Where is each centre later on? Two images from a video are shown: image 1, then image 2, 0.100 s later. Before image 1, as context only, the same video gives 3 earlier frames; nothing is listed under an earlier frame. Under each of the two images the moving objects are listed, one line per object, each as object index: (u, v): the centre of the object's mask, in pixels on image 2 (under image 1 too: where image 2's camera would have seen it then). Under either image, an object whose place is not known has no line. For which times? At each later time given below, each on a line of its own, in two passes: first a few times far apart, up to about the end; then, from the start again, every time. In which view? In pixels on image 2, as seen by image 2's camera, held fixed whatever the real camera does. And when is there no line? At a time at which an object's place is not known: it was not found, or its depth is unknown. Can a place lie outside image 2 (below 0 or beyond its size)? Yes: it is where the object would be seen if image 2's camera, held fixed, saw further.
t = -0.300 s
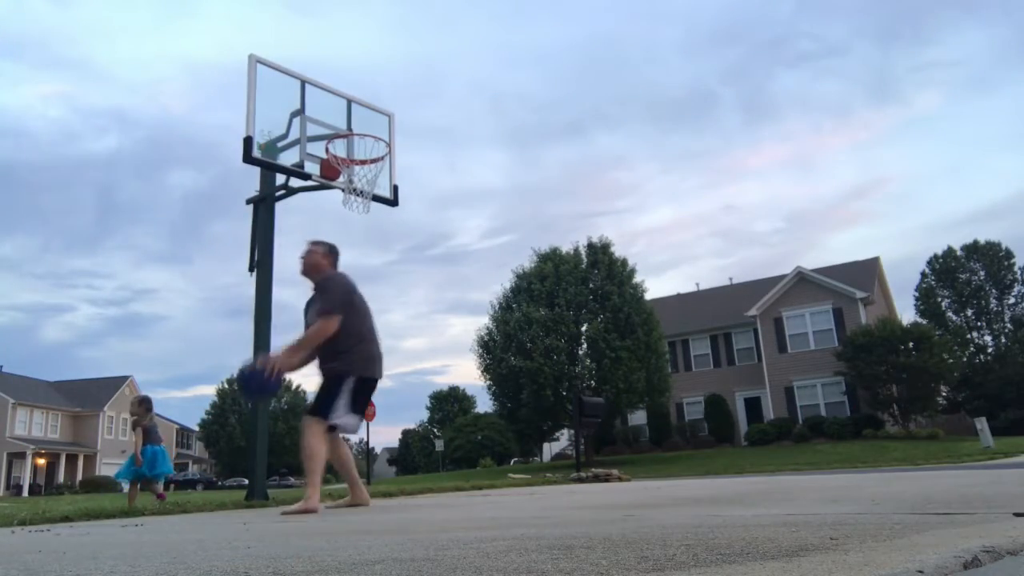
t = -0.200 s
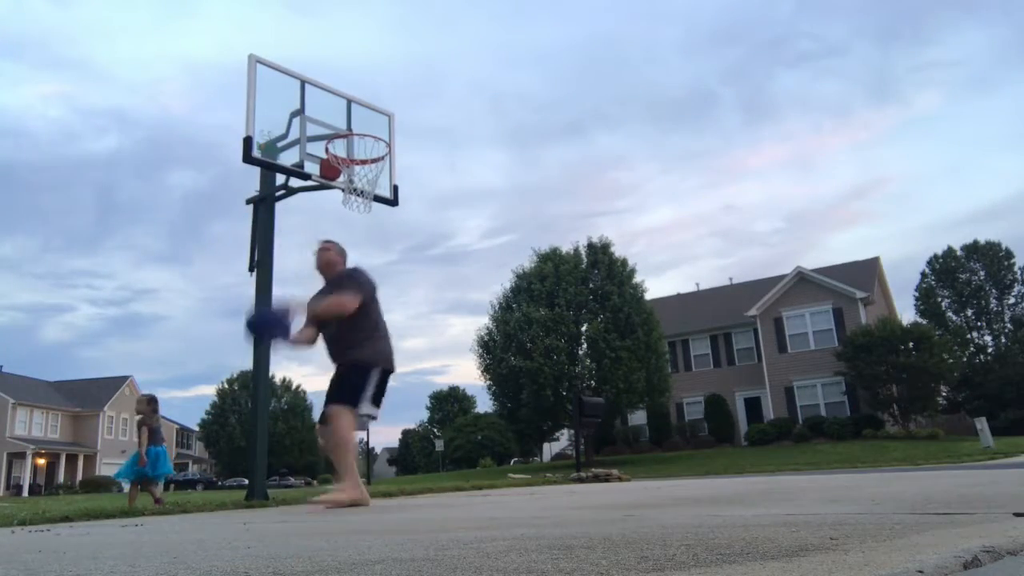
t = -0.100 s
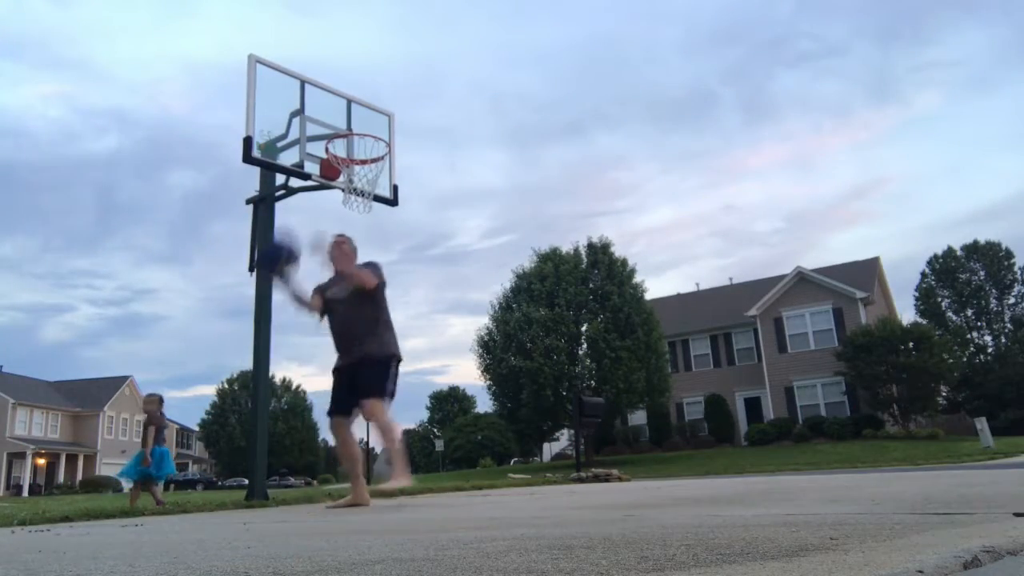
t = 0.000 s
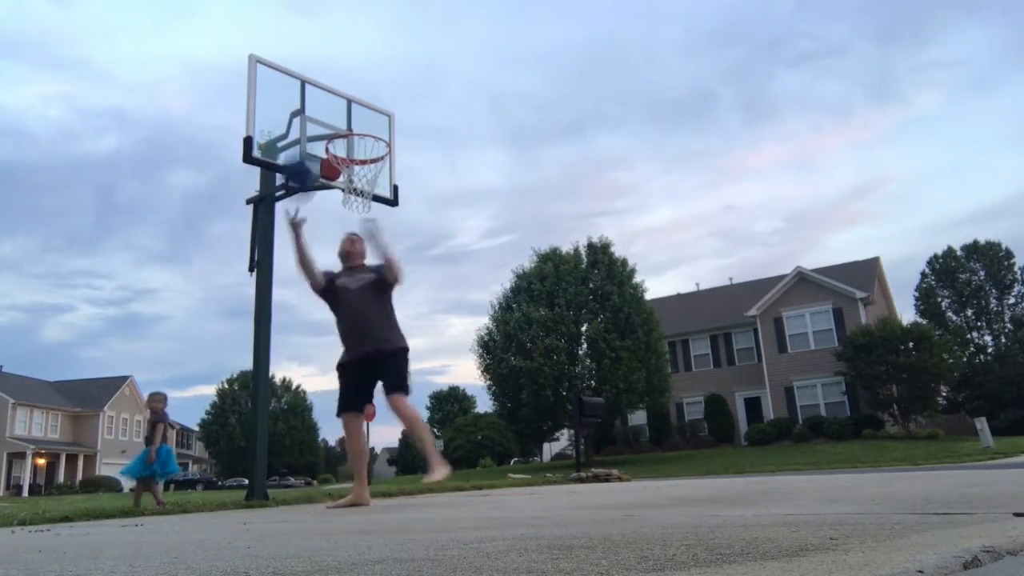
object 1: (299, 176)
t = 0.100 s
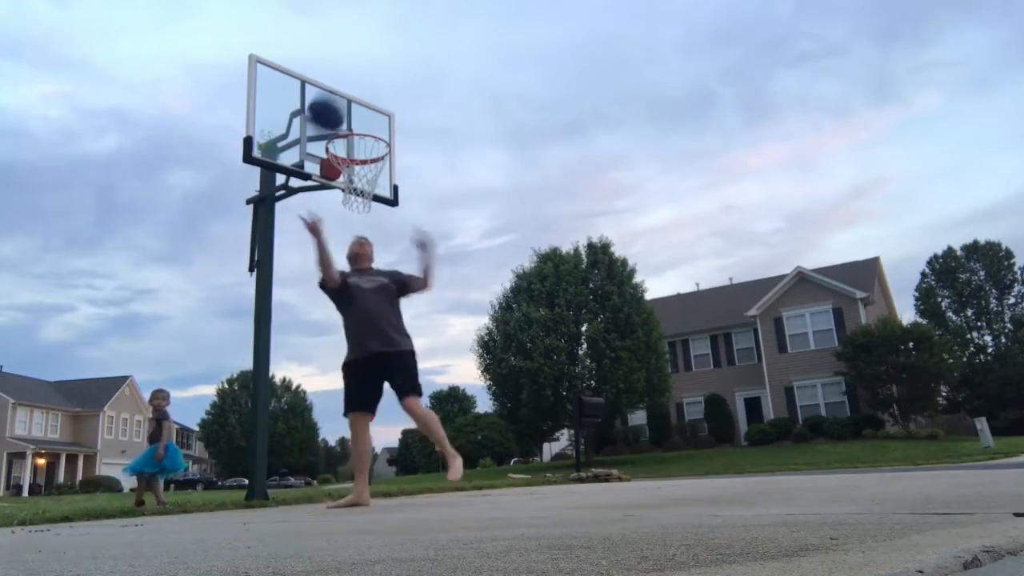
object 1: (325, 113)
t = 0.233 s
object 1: (356, 64)
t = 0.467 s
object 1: (402, 42)
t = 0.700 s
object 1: (443, 84)
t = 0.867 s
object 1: (471, 147)
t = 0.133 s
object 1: (334, 96)
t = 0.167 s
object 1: (341, 84)
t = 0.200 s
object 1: (349, 74)
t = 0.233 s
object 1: (356, 64)
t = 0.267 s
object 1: (364, 57)
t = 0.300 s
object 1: (370, 50)
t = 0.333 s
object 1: (377, 46)
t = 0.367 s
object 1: (383, 43)
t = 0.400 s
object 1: (389, 41)
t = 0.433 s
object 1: (396, 41)
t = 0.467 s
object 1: (402, 42)
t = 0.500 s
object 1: (407, 44)
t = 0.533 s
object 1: (413, 48)
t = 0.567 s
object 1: (419, 53)
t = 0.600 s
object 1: (425, 59)
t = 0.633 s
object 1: (431, 66)
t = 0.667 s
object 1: (437, 75)
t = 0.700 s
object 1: (443, 84)
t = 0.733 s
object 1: (449, 95)
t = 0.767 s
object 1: (454, 107)
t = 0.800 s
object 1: (460, 119)
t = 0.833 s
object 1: (466, 133)
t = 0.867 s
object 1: (471, 147)
